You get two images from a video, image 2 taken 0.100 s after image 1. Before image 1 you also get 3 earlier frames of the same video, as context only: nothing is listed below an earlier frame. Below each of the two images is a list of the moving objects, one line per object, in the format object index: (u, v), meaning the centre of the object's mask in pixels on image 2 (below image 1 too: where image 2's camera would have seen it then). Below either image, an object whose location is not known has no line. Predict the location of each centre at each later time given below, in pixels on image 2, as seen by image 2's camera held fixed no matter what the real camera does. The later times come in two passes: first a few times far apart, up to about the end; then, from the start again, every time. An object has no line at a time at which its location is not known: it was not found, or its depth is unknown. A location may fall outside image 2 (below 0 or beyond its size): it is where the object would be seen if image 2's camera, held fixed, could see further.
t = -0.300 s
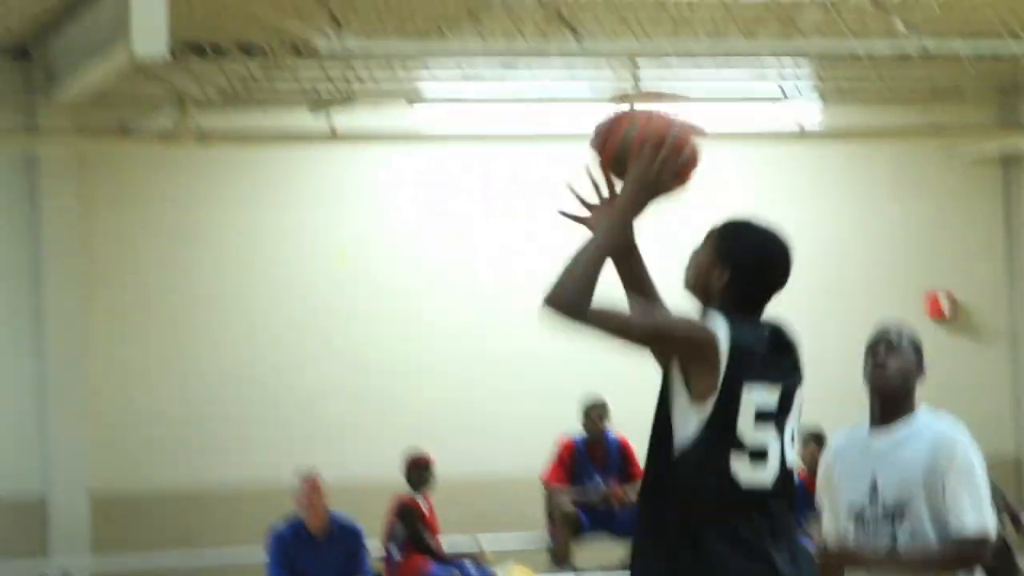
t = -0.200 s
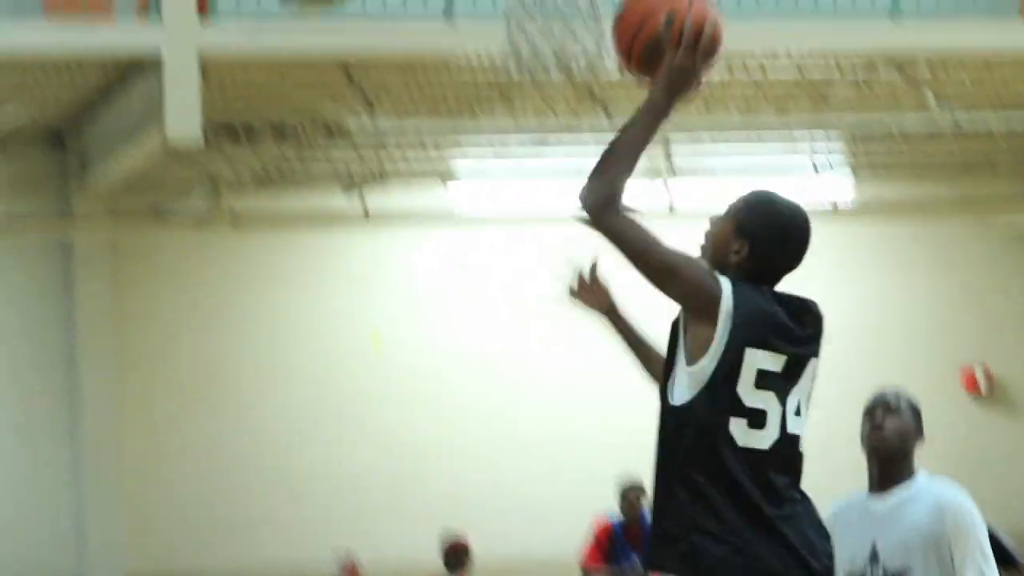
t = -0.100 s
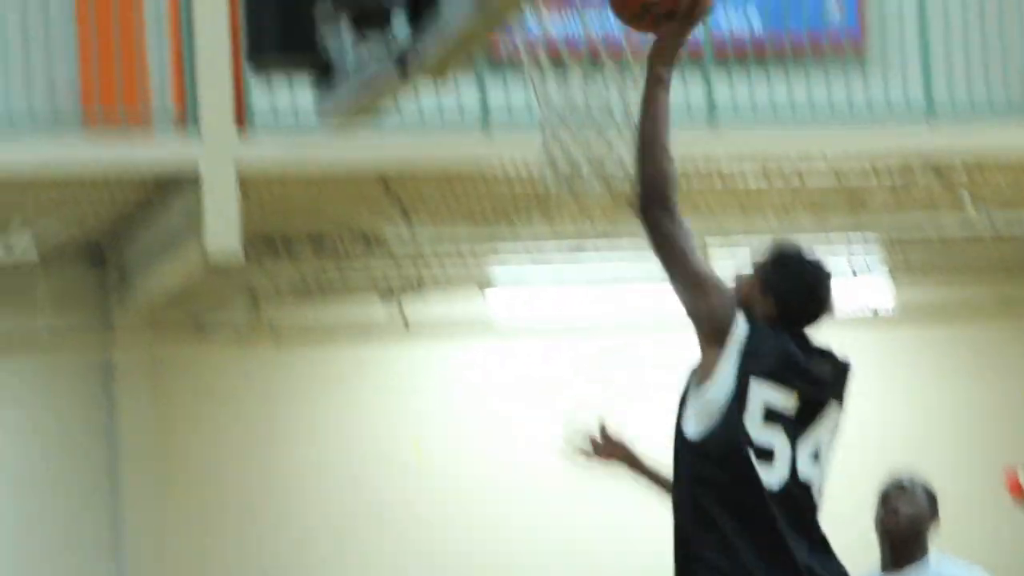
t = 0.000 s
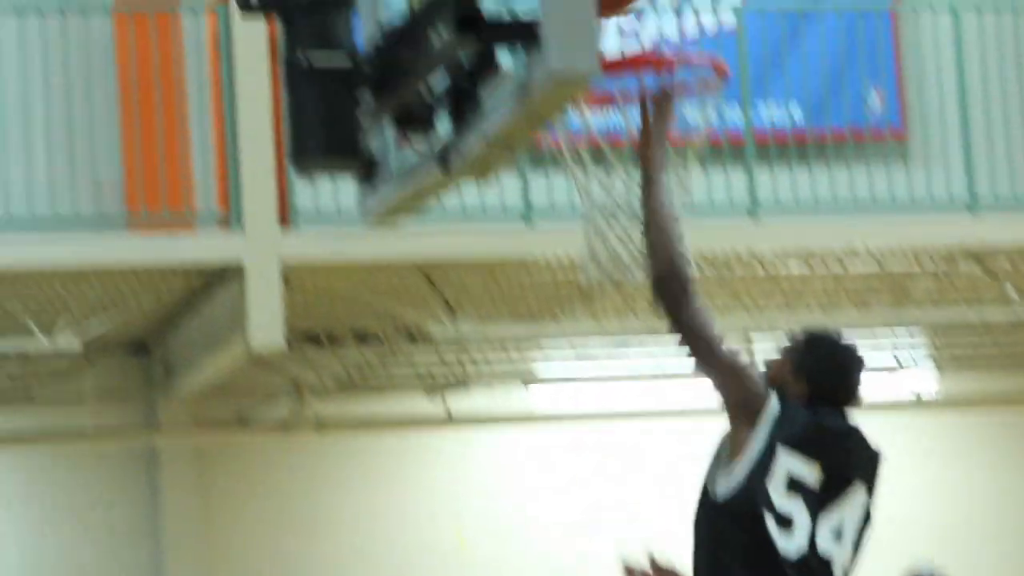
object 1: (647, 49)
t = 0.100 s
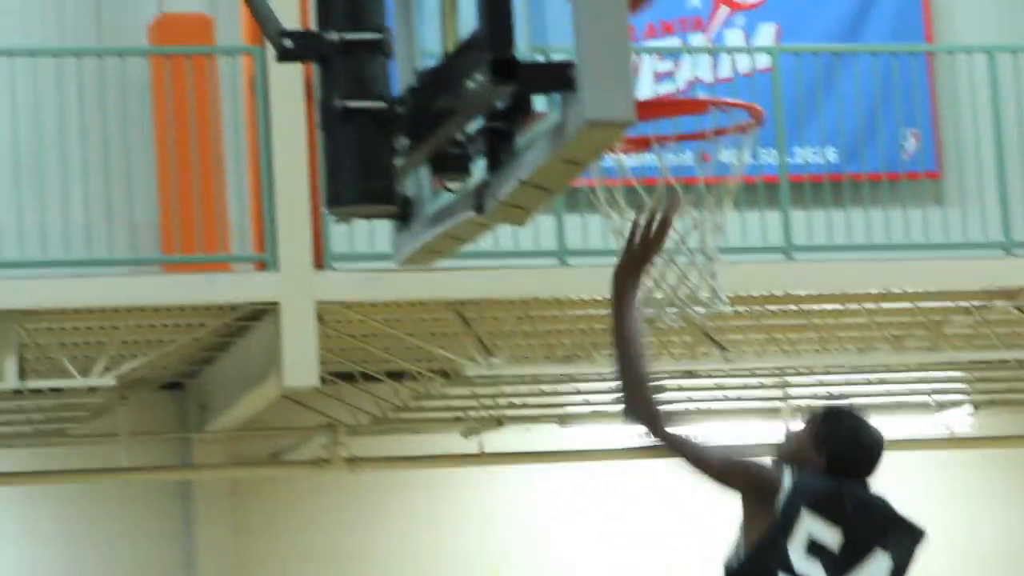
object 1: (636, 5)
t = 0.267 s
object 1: (695, 40)
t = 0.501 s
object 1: (702, 77)
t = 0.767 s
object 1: (648, 233)
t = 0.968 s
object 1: (650, 369)
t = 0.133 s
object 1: (645, 6)
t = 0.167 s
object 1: (654, 11)
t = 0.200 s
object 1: (665, 20)
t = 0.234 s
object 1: (678, 29)
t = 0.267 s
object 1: (695, 40)
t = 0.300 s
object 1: (714, 55)
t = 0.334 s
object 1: (728, 65)
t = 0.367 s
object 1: (723, 65)
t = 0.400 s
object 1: (716, 67)
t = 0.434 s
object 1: (711, 70)
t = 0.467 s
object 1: (706, 73)
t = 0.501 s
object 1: (702, 77)
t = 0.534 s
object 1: (699, 93)
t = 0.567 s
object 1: (696, 117)
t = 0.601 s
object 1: (691, 143)
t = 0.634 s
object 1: (681, 154)
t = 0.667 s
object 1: (671, 168)
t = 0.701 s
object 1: (663, 189)
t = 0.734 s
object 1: (655, 212)
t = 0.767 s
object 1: (648, 233)
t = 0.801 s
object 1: (645, 252)
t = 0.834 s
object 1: (642, 272)
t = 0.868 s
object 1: (641, 290)
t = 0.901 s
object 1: (642, 313)
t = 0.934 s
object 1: (646, 340)
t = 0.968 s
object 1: (650, 369)
